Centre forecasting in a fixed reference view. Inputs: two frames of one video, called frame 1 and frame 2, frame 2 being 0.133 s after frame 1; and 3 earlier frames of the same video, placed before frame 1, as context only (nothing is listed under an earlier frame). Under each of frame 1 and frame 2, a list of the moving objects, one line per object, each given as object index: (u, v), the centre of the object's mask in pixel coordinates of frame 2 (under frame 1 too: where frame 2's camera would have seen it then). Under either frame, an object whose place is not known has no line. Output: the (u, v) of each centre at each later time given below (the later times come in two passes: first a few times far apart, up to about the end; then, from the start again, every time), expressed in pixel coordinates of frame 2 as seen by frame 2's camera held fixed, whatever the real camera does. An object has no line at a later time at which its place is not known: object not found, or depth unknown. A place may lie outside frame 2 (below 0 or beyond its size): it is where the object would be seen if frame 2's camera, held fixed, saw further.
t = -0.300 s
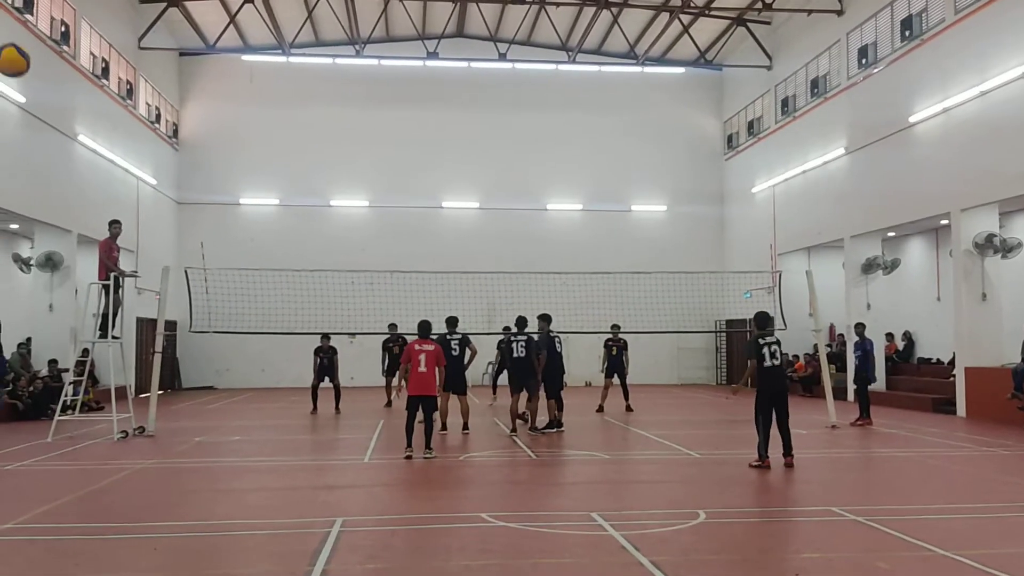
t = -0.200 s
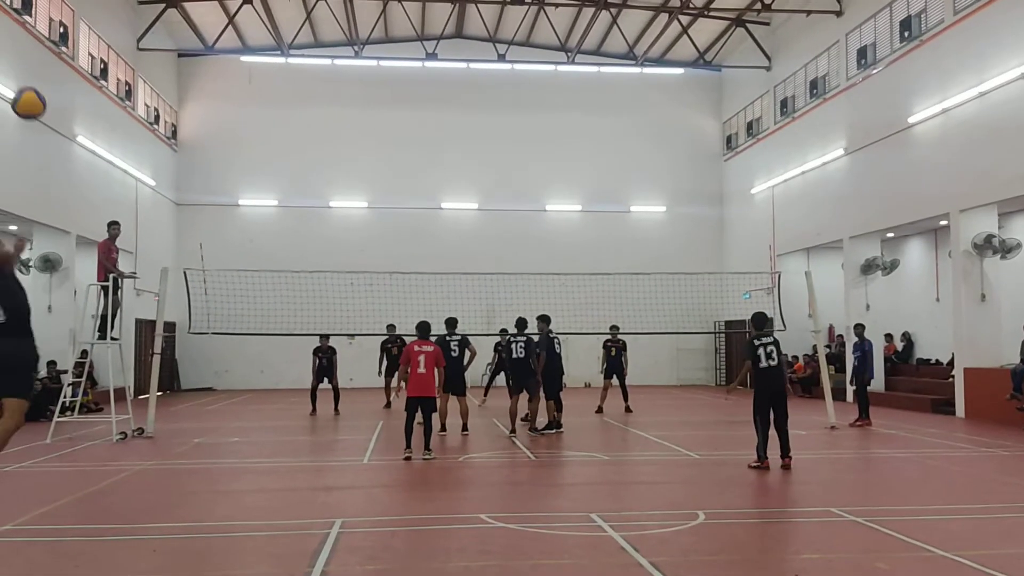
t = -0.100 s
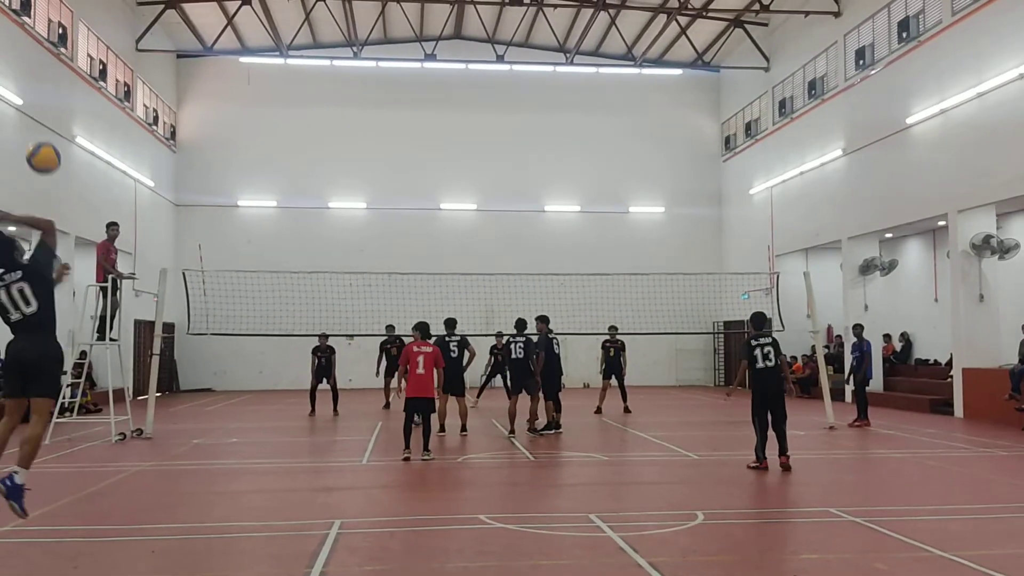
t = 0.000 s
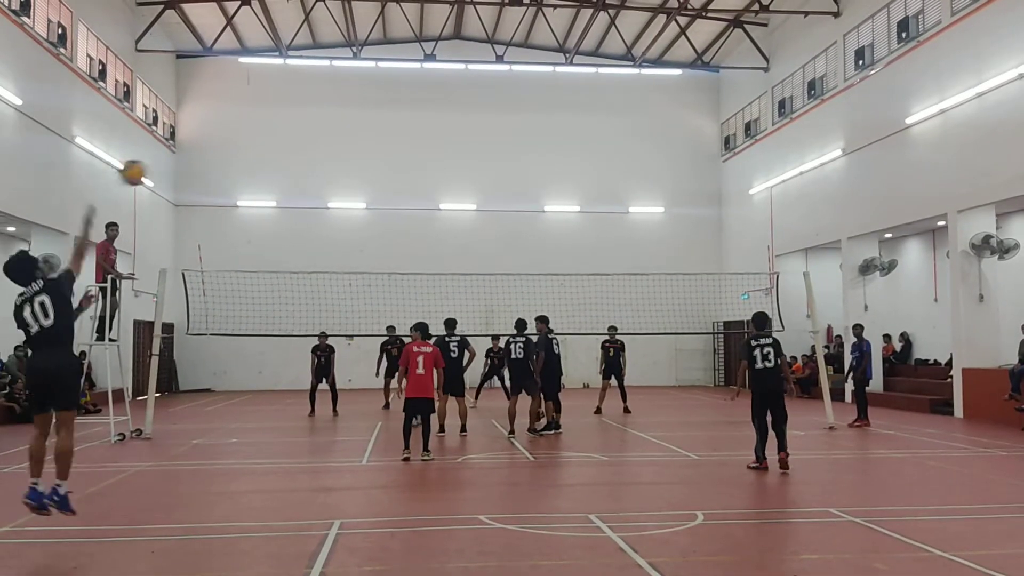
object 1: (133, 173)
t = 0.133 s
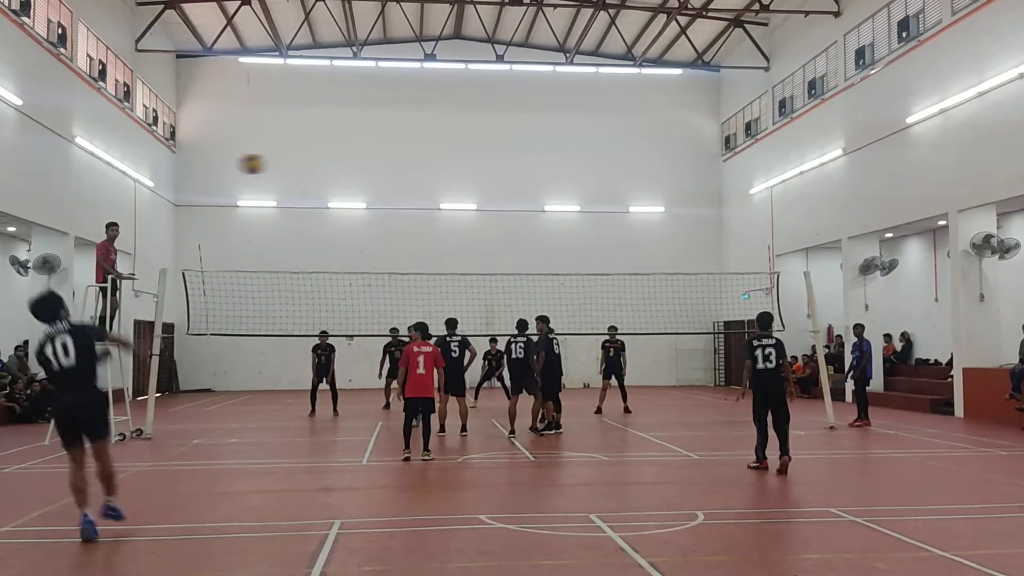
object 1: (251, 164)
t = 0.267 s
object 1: (327, 172)
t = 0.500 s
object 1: (404, 214)
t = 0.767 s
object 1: (451, 282)
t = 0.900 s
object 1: (465, 319)
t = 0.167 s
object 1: (274, 164)
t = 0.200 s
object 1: (294, 167)
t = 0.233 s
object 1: (311, 170)
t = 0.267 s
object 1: (327, 172)
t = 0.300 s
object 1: (341, 177)
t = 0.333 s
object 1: (354, 182)
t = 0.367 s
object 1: (366, 187)
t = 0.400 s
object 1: (377, 193)
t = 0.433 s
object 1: (387, 199)
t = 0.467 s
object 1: (396, 206)
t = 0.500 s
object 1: (404, 214)
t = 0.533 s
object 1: (412, 221)
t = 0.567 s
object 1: (419, 230)
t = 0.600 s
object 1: (425, 238)
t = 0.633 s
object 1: (431, 246)
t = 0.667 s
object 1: (436, 254)
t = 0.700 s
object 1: (442, 264)
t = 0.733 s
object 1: (446, 273)
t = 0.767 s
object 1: (451, 282)
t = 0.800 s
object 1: (455, 292)
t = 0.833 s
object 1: (458, 301)
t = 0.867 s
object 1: (462, 309)
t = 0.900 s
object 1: (465, 319)
